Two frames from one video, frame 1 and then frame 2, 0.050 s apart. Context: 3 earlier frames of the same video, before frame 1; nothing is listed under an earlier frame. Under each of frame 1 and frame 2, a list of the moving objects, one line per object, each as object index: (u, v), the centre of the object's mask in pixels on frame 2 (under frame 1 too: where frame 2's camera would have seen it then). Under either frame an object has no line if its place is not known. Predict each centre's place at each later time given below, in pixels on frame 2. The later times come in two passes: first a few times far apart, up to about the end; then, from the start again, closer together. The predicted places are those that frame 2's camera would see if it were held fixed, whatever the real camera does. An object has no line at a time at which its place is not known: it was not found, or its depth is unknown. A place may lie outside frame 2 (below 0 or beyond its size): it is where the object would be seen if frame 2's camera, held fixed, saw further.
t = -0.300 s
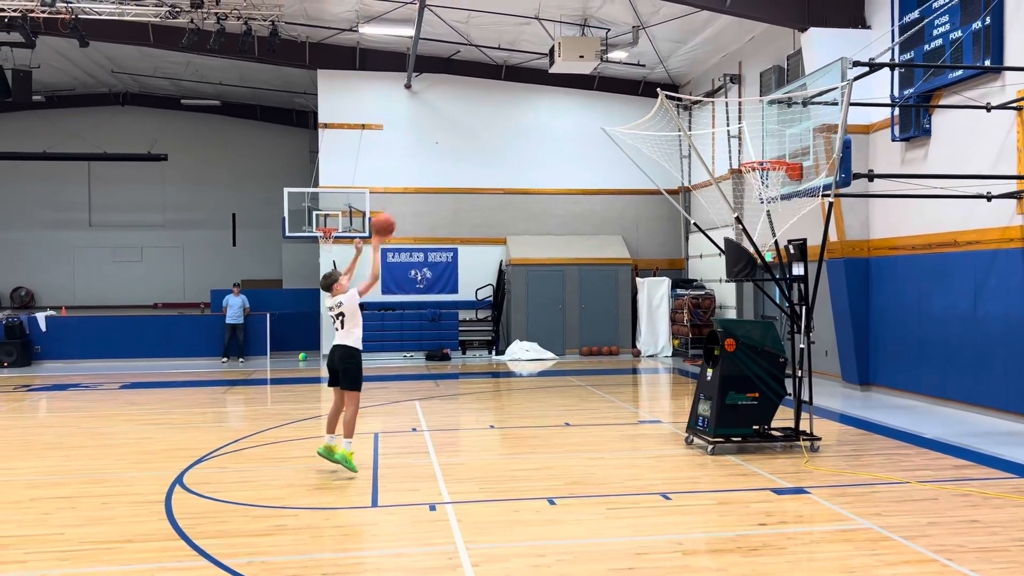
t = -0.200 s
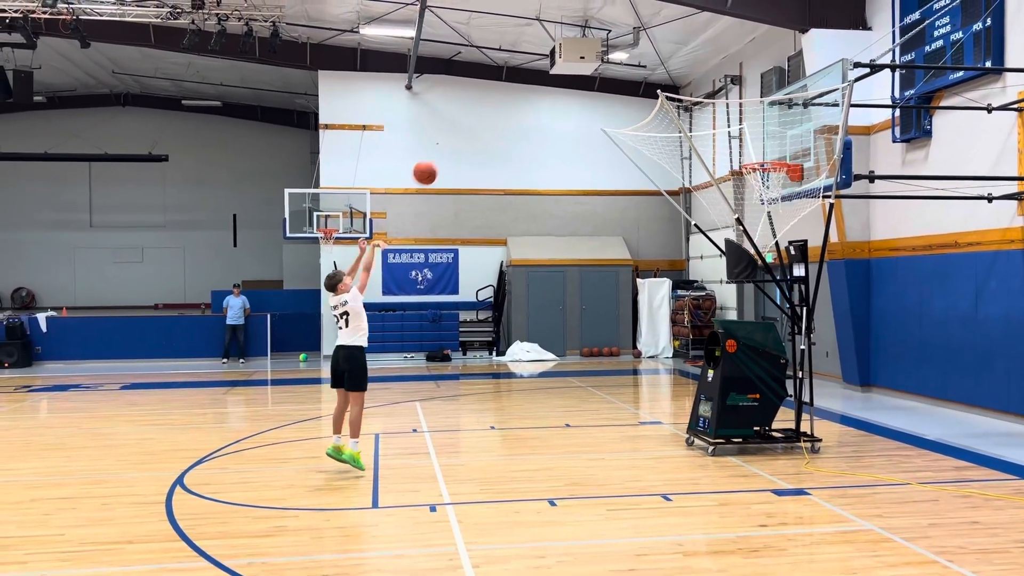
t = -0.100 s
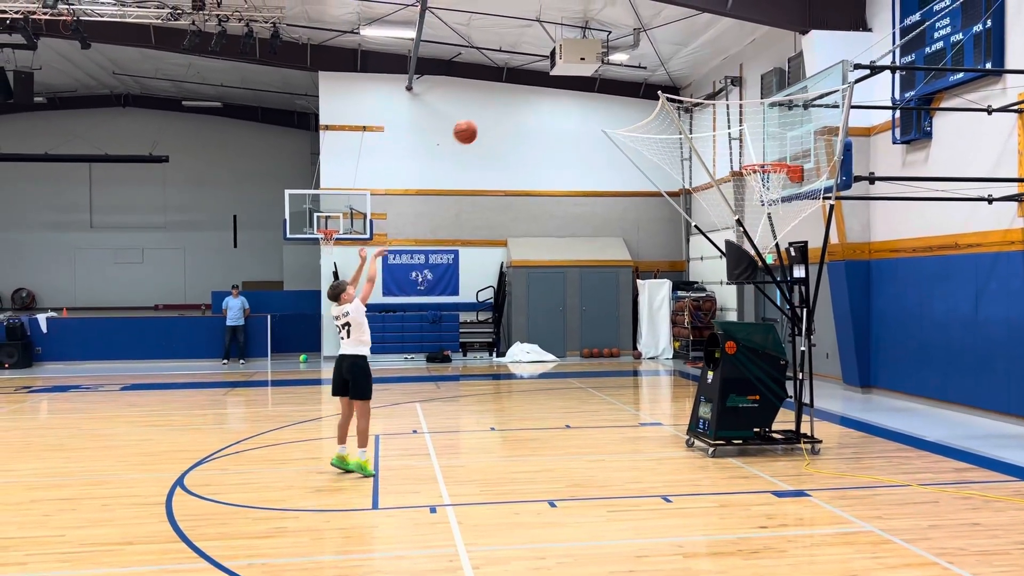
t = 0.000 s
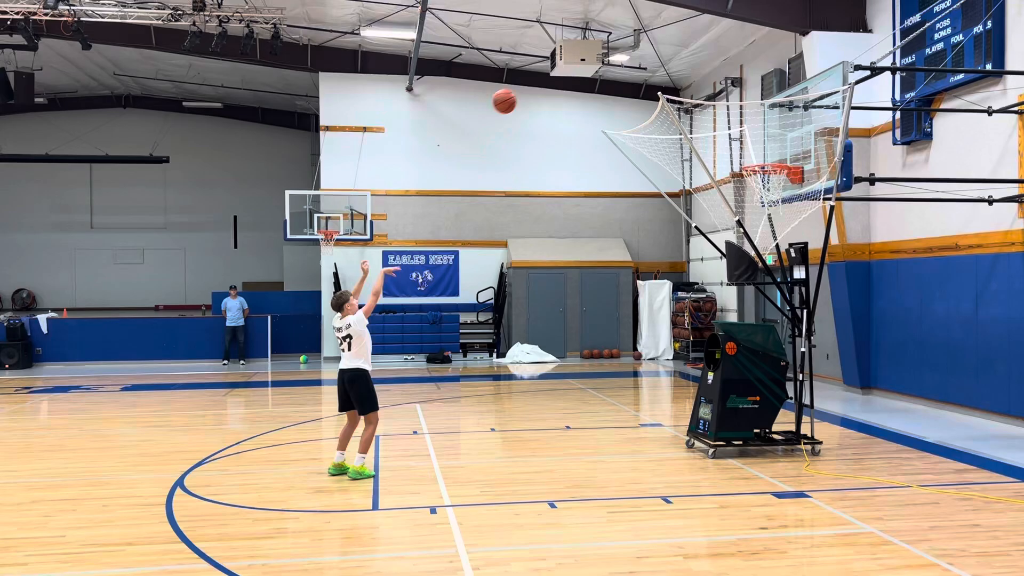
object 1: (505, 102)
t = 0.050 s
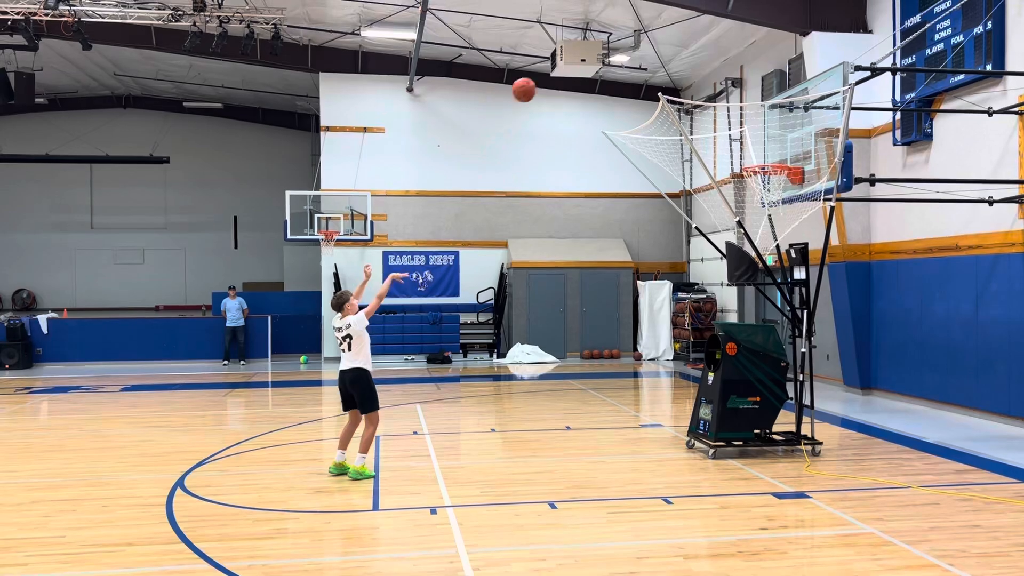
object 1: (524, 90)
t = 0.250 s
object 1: (597, 68)
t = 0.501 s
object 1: (683, 91)
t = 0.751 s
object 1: (759, 157)
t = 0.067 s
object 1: (530, 86)
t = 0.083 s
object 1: (536, 84)
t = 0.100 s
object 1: (542, 81)
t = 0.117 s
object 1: (548, 79)
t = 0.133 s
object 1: (555, 76)
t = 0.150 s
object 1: (561, 75)
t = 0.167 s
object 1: (567, 73)
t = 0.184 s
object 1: (573, 71)
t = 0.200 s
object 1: (579, 70)
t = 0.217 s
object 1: (585, 70)
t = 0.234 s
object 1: (591, 69)
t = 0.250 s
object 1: (597, 68)
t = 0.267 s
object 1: (603, 69)
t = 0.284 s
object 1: (609, 69)
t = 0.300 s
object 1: (615, 70)
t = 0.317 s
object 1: (620, 68)
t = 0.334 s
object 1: (627, 71)
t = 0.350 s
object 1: (632, 71)
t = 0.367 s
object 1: (639, 73)
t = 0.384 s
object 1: (644, 75)
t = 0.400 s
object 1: (649, 76)
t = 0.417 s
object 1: (655, 79)
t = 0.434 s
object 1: (661, 81)
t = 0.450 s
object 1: (666, 83)
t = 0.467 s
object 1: (672, 86)
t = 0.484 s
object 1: (678, 89)
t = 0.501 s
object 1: (683, 91)
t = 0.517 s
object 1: (689, 97)
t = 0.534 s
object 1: (693, 100)
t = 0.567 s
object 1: (704, 109)
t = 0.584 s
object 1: (710, 114)
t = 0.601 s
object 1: (715, 118)
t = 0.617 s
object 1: (721, 124)
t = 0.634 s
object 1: (726, 129)
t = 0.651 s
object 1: (731, 134)
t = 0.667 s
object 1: (736, 139)
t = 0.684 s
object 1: (742, 145)
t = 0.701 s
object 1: (747, 151)
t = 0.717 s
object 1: (752, 157)
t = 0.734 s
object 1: (756, 159)
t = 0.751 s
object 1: (759, 157)
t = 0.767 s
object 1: (763, 152)
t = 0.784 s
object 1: (766, 148)
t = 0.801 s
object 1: (769, 143)
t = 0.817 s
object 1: (772, 141)
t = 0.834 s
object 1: (776, 136)
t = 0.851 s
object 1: (779, 134)
